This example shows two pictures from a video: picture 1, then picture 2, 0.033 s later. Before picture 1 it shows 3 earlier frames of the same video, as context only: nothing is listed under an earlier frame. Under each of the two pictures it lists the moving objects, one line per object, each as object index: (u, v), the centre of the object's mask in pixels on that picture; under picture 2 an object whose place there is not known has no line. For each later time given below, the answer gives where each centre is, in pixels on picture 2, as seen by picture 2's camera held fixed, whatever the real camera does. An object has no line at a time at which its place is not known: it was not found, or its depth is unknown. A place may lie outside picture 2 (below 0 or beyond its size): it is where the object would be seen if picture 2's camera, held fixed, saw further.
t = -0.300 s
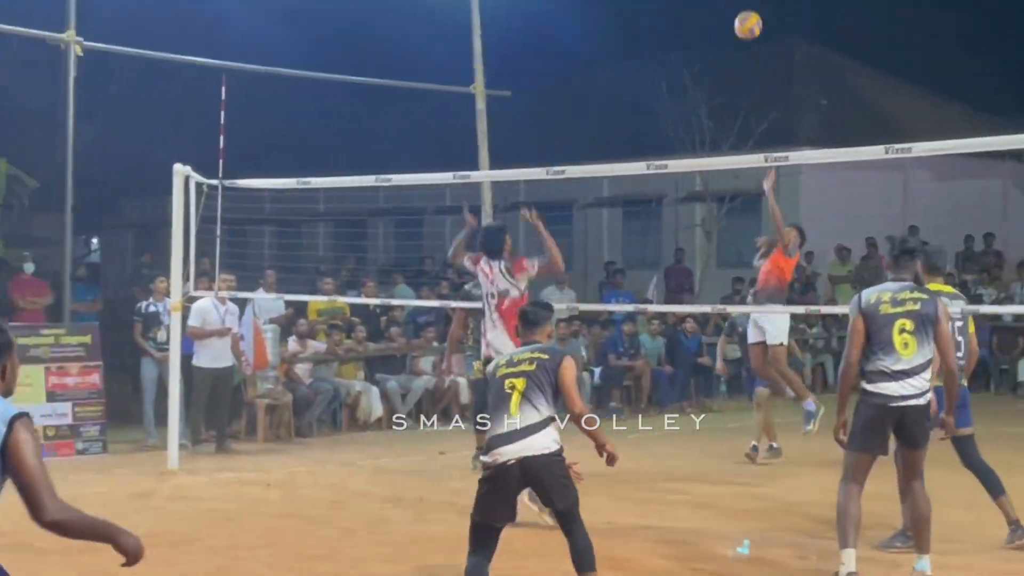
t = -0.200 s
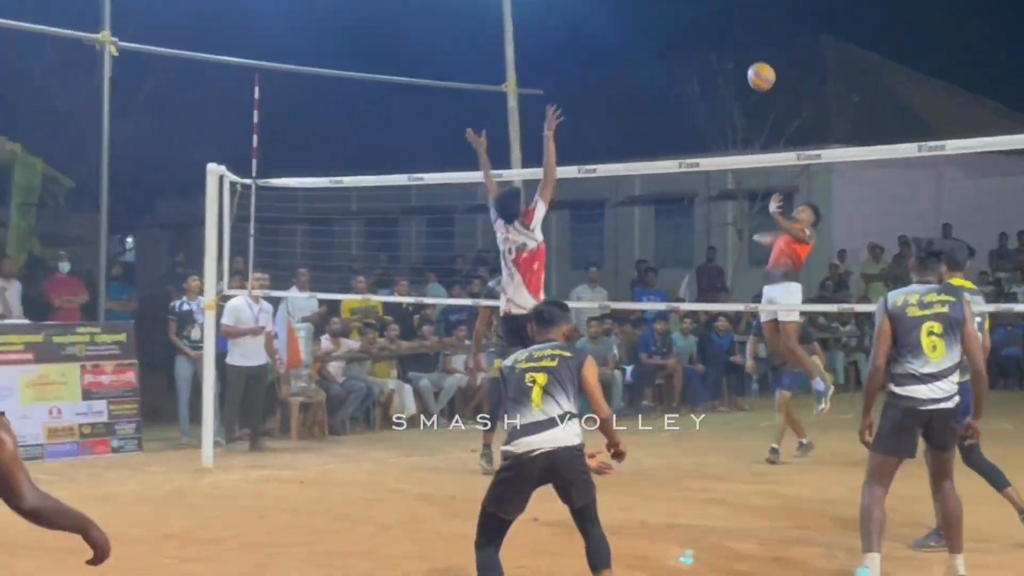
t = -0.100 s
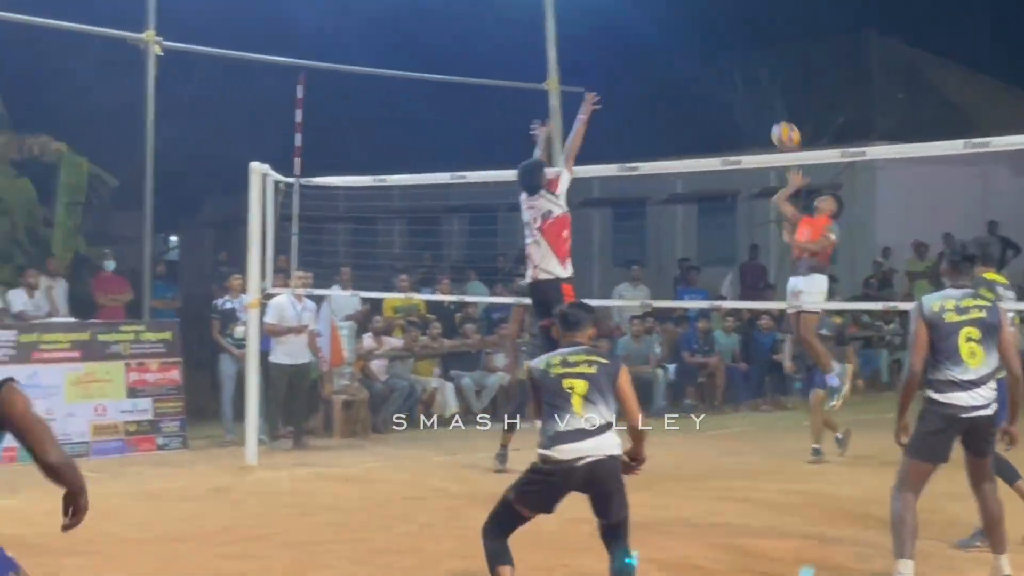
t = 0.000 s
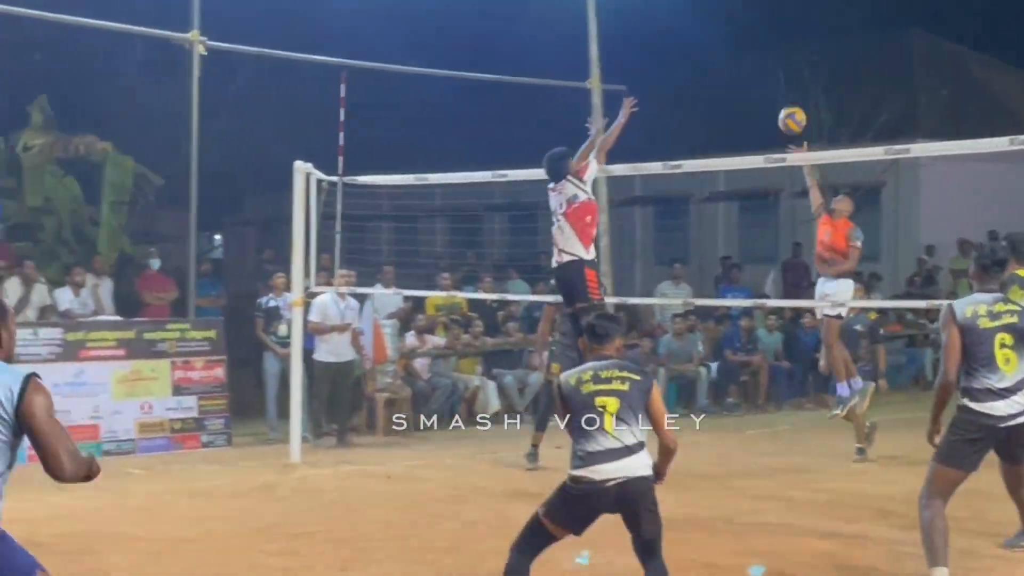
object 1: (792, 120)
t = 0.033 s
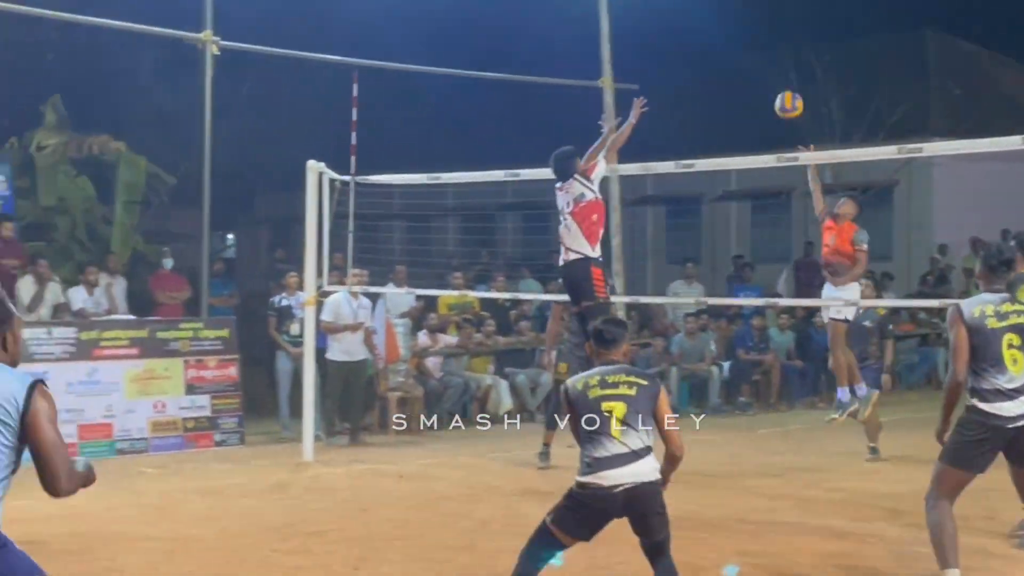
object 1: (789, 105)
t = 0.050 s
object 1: (781, 99)
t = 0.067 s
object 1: (773, 94)
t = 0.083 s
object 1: (766, 89)
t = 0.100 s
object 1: (758, 84)
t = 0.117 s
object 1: (750, 80)
